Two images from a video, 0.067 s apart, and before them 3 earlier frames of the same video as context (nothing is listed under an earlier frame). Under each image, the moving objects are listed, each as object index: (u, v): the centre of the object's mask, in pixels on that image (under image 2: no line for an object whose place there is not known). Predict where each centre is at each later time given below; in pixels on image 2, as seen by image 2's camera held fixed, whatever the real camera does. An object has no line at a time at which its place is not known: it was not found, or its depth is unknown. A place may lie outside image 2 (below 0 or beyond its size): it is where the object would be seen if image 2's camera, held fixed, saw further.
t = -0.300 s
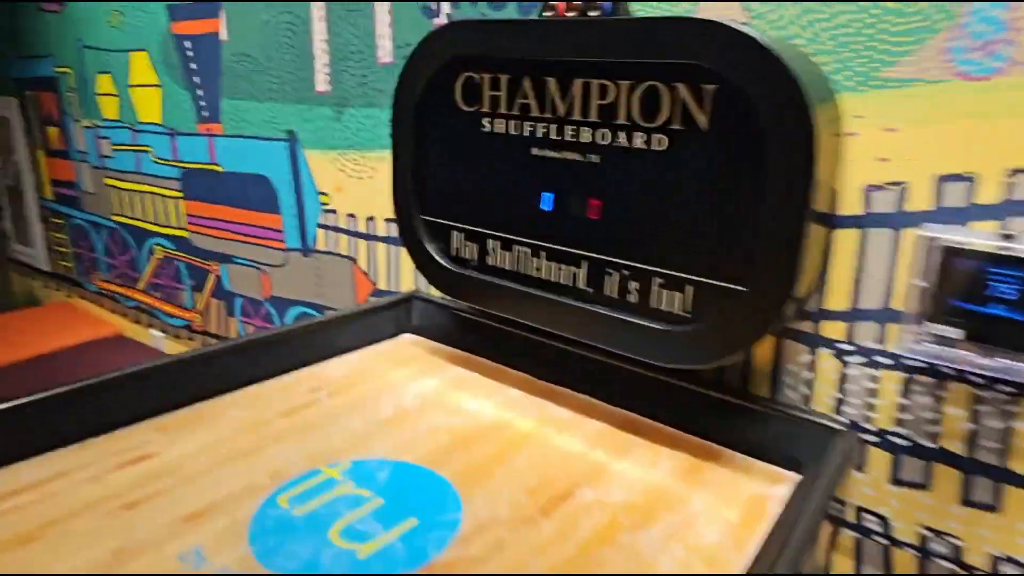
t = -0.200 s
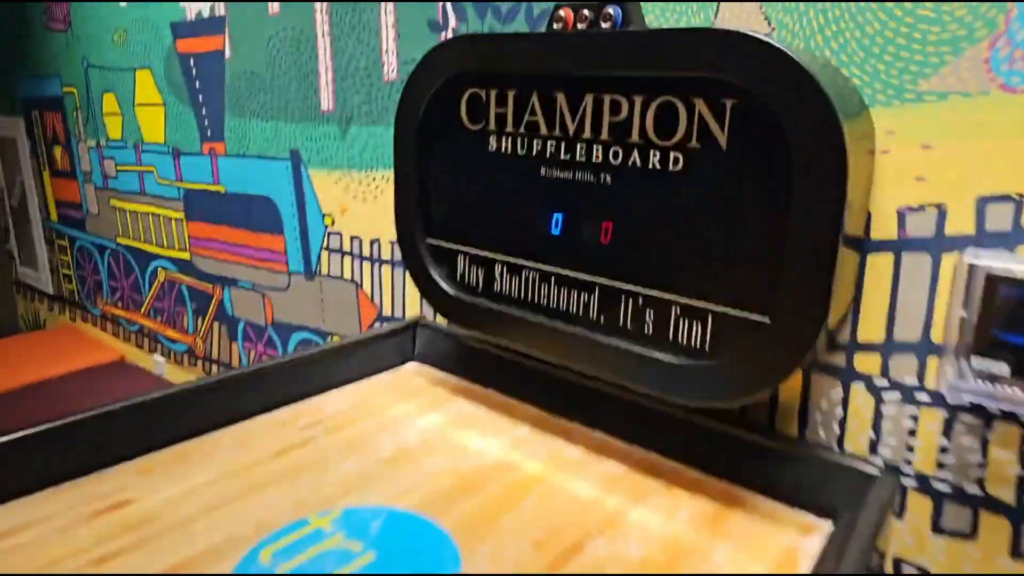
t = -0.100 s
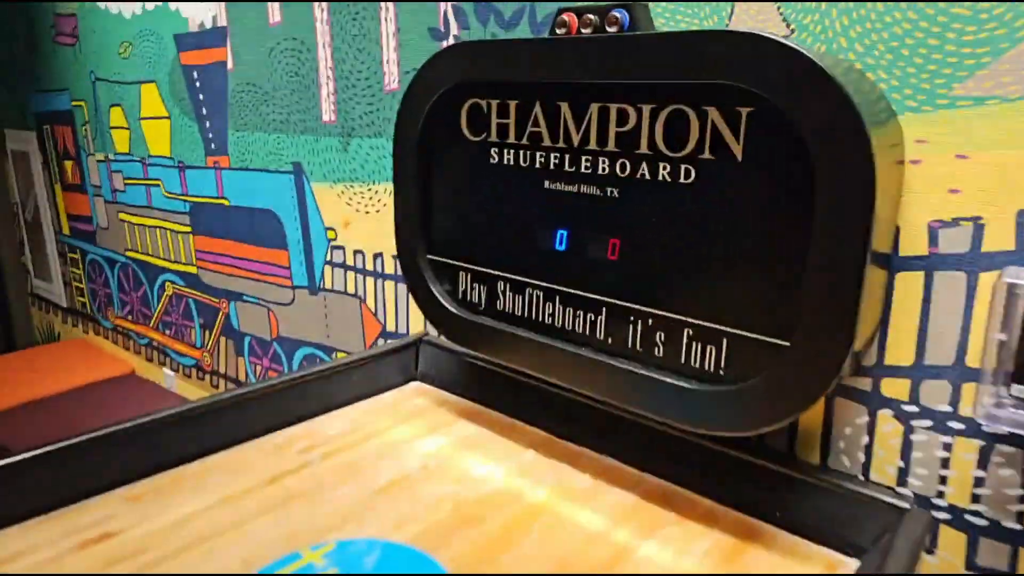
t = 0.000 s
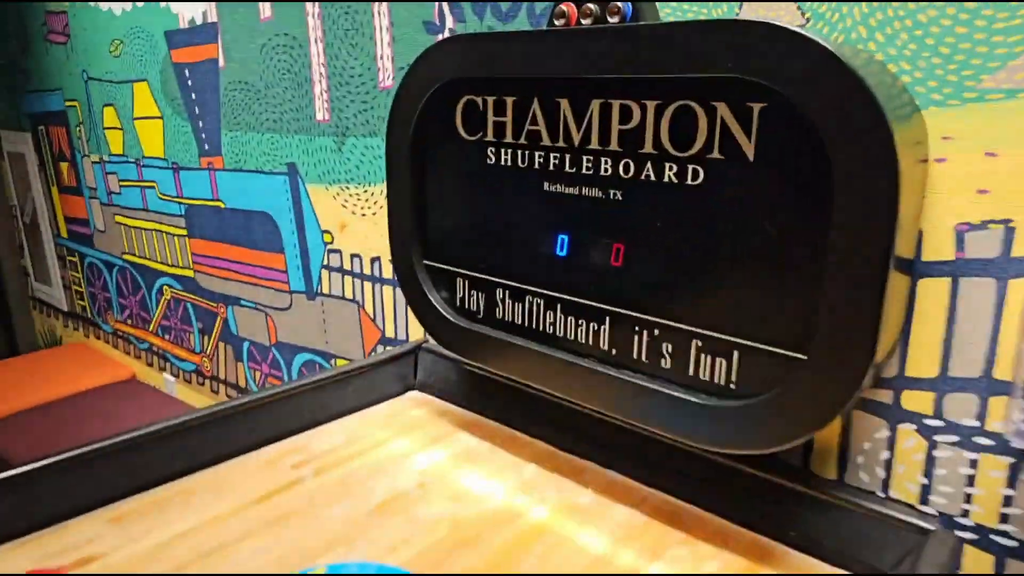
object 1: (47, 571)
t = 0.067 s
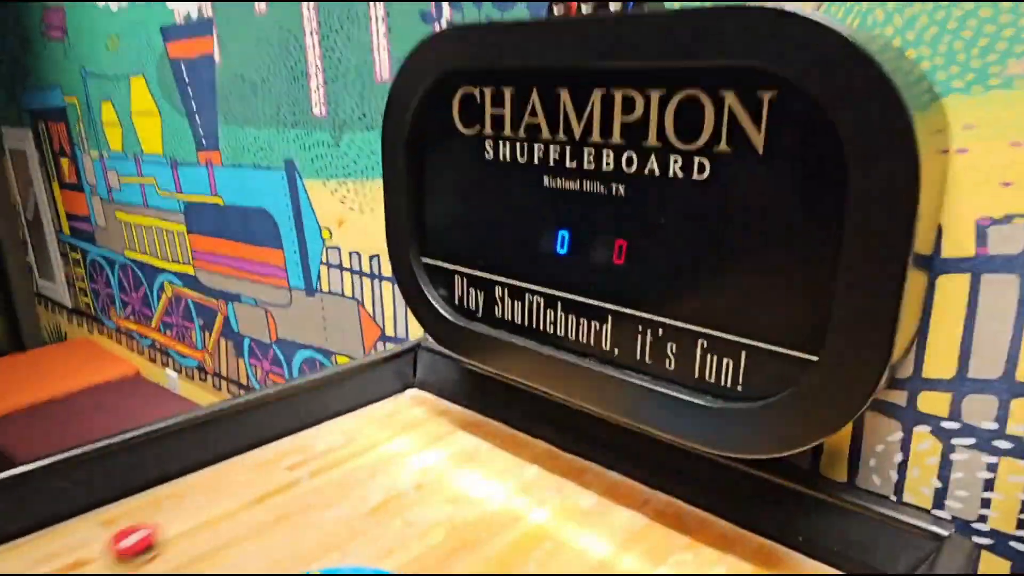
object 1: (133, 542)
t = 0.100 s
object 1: (182, 522)
